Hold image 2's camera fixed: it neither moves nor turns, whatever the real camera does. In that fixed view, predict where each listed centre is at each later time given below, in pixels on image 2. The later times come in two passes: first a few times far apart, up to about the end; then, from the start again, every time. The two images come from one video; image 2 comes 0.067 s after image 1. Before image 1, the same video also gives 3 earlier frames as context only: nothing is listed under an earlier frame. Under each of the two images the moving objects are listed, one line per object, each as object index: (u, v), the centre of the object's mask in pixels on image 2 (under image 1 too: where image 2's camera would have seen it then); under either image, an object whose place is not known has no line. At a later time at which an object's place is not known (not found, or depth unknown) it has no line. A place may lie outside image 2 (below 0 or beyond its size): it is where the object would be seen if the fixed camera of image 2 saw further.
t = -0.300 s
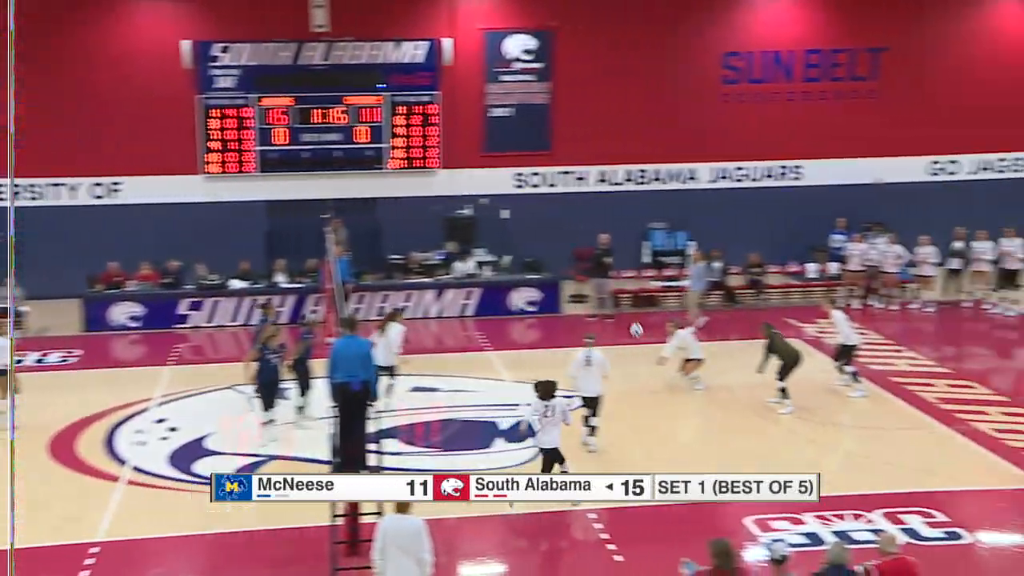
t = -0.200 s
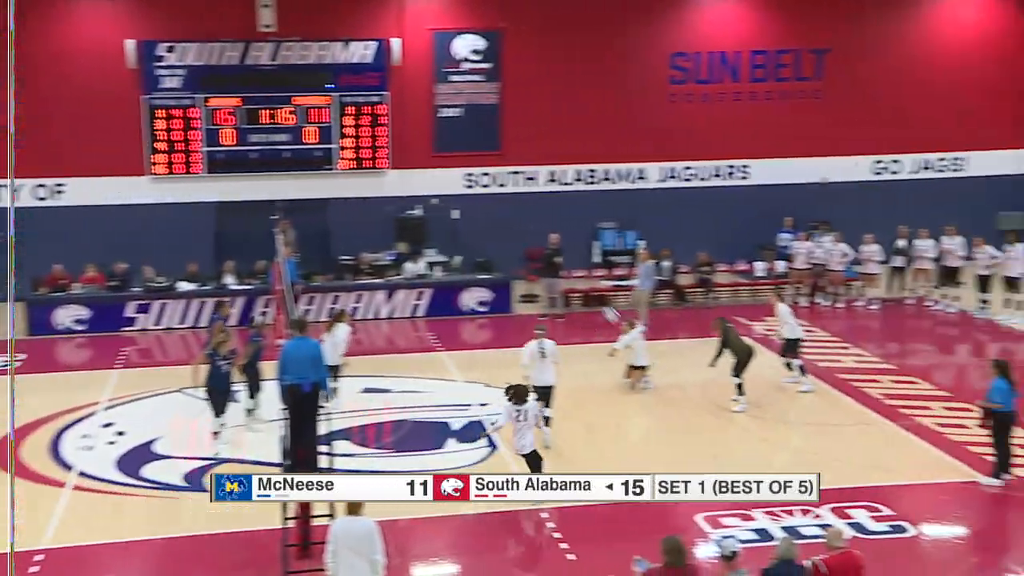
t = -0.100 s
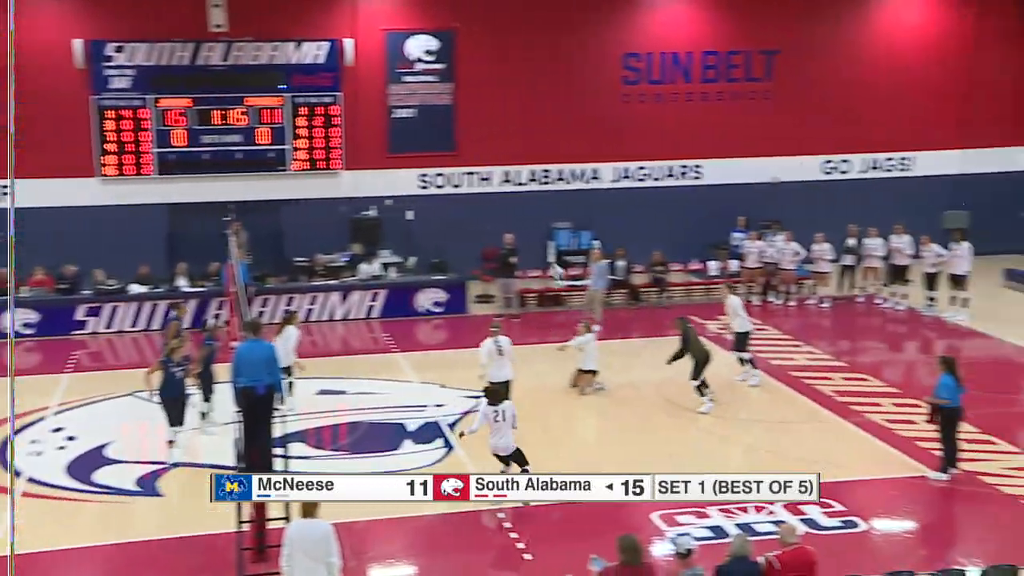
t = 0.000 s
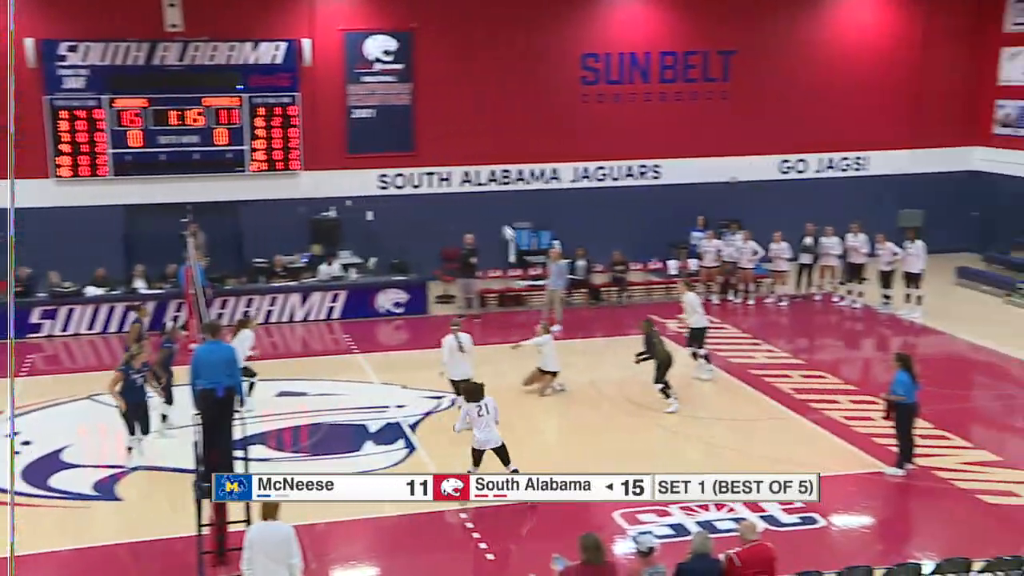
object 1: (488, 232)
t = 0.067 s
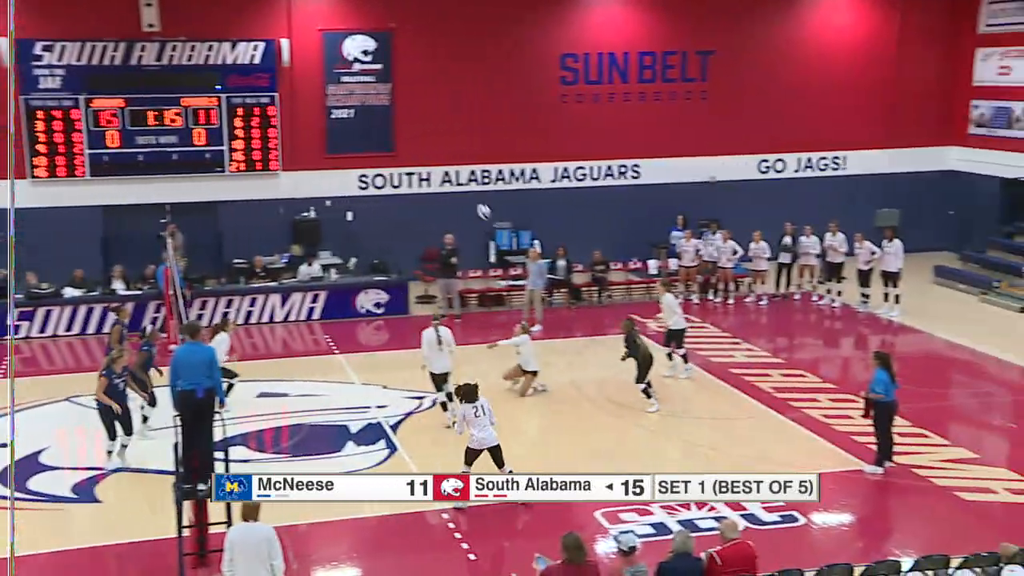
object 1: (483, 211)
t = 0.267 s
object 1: (466, 158)
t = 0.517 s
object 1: (447, 125)
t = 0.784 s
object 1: (428, 133)
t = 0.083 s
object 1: (482, 206)
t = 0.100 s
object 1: (480, 201)
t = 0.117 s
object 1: (478, 196)
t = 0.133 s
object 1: (477, 193)
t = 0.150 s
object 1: (476, 187)
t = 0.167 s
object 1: (473, 180)
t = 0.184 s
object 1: (473, 178)
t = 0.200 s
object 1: (472, 175)
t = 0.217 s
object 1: (470, 169)
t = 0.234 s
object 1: (469, 165)
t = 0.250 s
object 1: (468, 161)
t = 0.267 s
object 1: (466, 158)
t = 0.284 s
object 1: (465, 155)
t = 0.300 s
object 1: (463, 152)
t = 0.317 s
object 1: (462, 149)
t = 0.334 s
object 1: (461, 146)
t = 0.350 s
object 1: (459, 143)
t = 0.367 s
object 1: (458, 140)
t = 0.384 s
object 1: (457, 138)
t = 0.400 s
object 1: (456, 135)
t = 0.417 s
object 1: (455, 134)
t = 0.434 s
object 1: (454, 132)
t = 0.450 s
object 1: (452, 131)
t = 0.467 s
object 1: (451, 129)
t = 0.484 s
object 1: (449, 127)
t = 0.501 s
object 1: (448, 126)
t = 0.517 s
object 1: (447, 125)
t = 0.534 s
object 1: (446, 124)
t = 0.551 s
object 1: (445, 123)
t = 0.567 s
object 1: (444, 123)
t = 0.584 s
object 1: (443, 123)
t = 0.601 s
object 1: (441, 123)
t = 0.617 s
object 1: (440, 123)
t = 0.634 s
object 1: (439, 123)
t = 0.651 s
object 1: (437, 123)
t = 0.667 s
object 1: (436, 124)
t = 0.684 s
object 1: (435, 124)
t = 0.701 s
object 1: (434, 125)
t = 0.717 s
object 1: (433, 126)
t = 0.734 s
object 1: (432, 127)
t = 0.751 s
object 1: (431, 129)
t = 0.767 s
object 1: (429, 131)
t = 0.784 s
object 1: (428, 133)
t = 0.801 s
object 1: (427, 135)
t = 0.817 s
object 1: (426, 136)
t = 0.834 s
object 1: (425, 138)
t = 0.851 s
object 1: (424, 141)
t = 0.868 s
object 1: (423, 144)
